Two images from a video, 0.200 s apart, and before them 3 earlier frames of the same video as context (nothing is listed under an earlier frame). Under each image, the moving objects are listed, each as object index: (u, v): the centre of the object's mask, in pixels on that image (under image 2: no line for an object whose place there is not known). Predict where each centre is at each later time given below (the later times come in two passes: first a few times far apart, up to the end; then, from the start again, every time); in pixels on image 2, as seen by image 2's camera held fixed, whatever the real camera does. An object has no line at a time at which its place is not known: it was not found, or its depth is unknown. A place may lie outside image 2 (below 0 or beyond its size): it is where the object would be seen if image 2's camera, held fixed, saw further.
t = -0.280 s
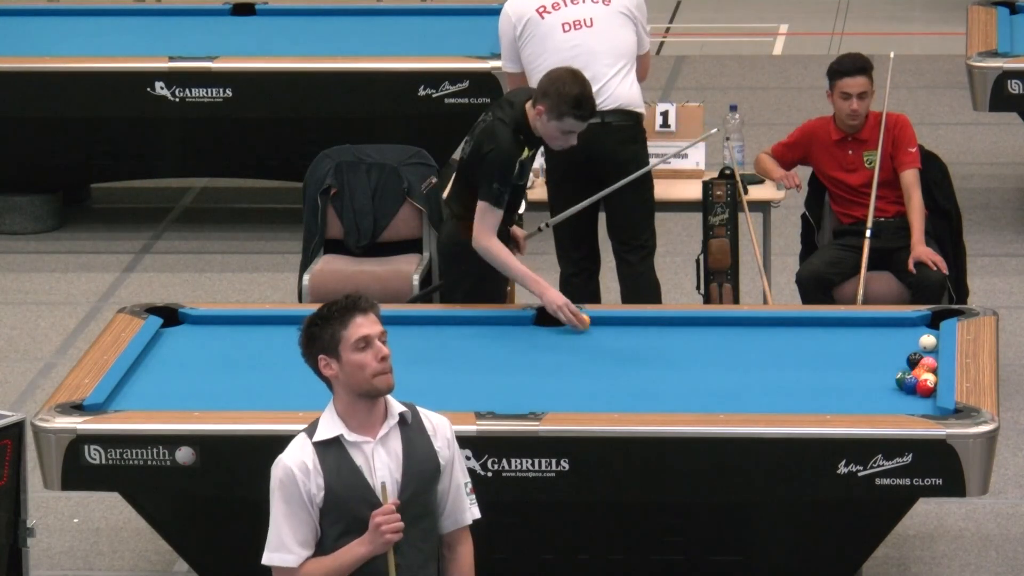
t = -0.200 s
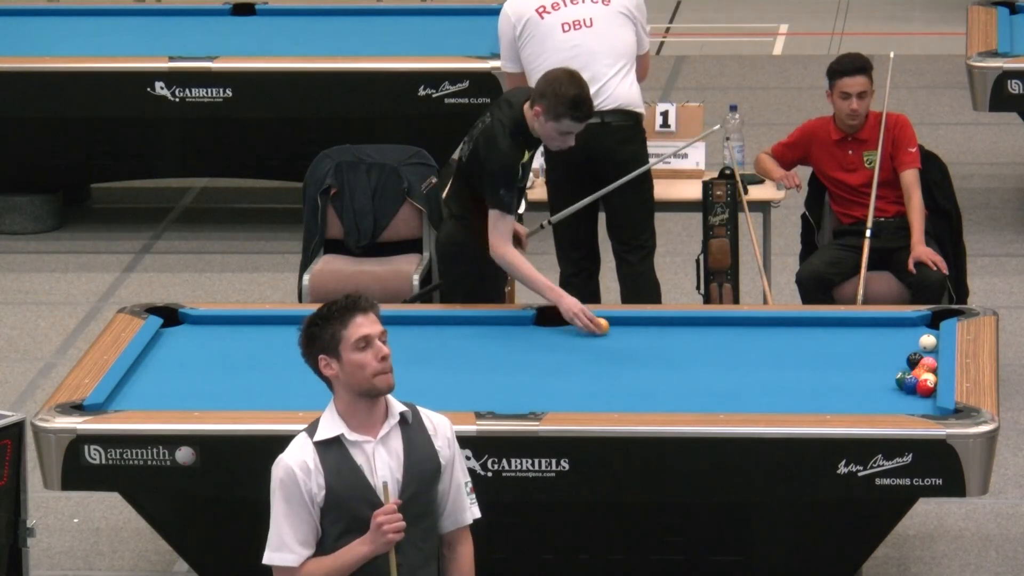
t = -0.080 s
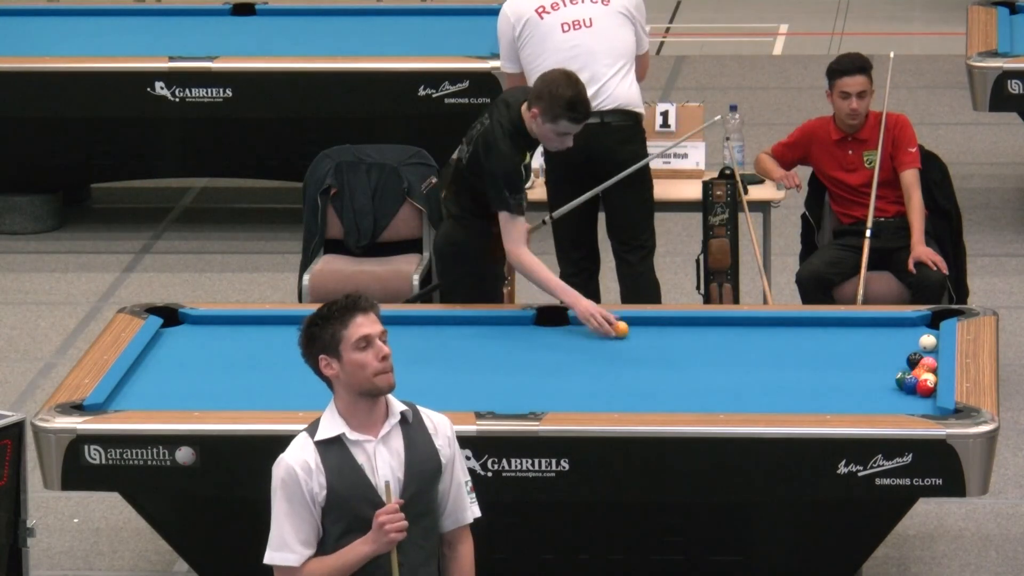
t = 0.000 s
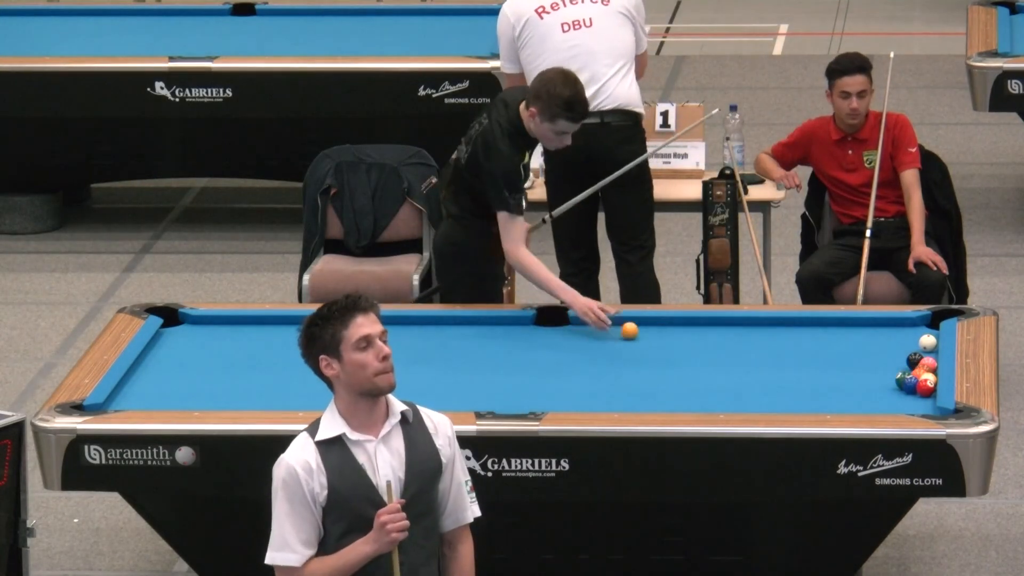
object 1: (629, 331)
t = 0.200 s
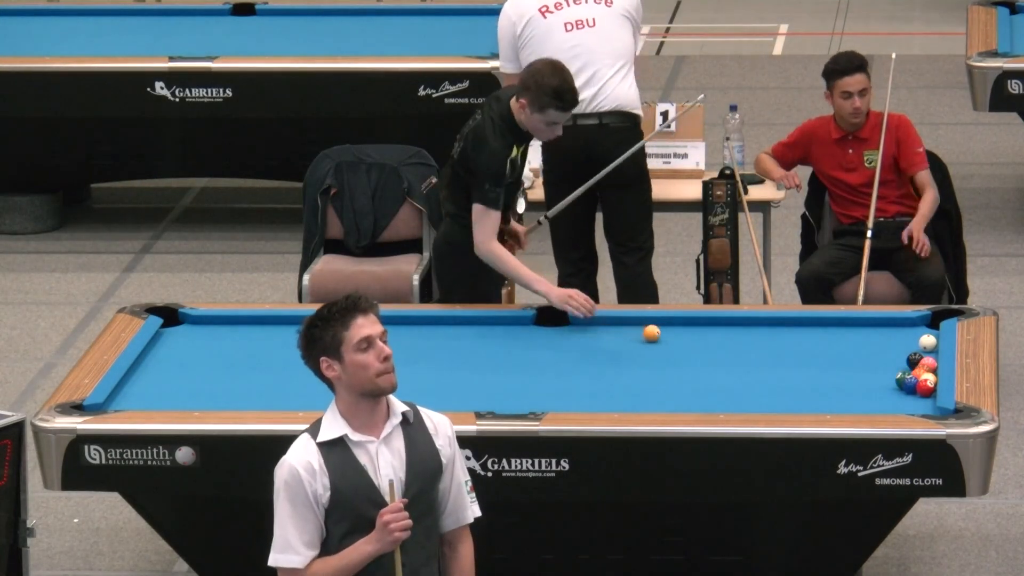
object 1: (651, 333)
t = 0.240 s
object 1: (656, 334)
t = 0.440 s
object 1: (678, 336)
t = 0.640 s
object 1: (699, 339)
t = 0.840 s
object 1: (719, 341)
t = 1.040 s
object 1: (739, 344)
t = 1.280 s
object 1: (762, 346)
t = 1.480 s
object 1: (780, 348)
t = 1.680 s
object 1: (797, 350)
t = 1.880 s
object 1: (814, 352)
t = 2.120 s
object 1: (833, 354)
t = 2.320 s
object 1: (848, 356)
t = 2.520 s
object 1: (862, 357)
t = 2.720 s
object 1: (876, 359)
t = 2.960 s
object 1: (891, 360)
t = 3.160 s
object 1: (897, 362)
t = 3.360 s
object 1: (898, 362)
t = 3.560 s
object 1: (900, 363)
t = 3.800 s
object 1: (901, 363)
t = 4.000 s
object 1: (902, 363)
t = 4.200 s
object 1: (902, 364)
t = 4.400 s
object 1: (902, 364)
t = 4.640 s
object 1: (902, 363)
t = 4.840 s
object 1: (902, 364)
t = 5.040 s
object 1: (902, 364)
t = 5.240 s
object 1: (902, 364)
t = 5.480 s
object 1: (902, 364)
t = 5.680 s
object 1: (902, 364)
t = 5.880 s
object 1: (902, 363)
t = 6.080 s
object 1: (902, 364)
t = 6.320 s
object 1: (902, 364)
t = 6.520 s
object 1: (902, 364)
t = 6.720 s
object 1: (902, 364)
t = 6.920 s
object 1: (902, 364)
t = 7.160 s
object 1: (902, 364)
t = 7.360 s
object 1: (902, 364)
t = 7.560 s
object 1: (902, 364)
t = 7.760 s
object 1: (902, 364)
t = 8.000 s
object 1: (902, 364)
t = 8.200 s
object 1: (902, 364)
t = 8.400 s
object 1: (902, 364)
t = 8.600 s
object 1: (902, 364)
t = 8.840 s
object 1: (902, 364)
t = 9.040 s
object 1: (902, 364)
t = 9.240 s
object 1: (902, 364)
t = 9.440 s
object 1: (902, 364)
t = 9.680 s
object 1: (902, 364)
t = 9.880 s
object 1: (902, 364)
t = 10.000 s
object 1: (902, 364)
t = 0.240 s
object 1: (656, 334)
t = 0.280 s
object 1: (660, 334)
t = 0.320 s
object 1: (665, 335)
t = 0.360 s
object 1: (669, 335)
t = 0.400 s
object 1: (674, 336)
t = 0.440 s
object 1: (678, 336)
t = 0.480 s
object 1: (682, 337)
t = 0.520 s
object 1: (686, 337)
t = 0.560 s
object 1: (690, 338)
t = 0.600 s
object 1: (695, 339)
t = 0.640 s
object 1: (699, 339)
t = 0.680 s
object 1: (703, 339)
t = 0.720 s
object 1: (707, 340)
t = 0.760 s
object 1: (711, 340)
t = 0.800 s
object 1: (715, 341)
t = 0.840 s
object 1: (719, 341)
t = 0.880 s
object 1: (723, 342)
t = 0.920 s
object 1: (727, 342)
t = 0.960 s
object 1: (731, 343)
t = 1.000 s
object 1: (735, 343)
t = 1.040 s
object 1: (739, 344)
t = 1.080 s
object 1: (743, 344)
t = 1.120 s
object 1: (747, 345)
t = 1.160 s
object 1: (750, 345)
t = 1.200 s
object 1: (754, 345)
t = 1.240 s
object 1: (758, 346)
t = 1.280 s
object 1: (762, 346)
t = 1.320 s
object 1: (765, 347)
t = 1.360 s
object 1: (769, 347)
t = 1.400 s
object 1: (773, 348)
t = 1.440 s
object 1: (776, 348)
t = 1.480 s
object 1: (780, 348)
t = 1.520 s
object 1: (783, 349)
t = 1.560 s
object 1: (787, 349)
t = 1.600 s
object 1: (790, 349)
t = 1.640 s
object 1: (794, 350)
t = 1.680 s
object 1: (797, 350)
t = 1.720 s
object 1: (801, 351)
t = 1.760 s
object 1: (804, 351)
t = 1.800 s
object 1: (807, 351)
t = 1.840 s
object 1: (811, 352)
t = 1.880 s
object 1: (814, 352)
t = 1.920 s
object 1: (817, 352)
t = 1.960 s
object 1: (821, 353)
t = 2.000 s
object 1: (824, 353)
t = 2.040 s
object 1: (827, 354)
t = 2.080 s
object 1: (830, 354)
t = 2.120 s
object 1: (833, 354)
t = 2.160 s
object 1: (836, 355)
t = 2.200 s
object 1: (839, 355)
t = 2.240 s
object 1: (842, 355)
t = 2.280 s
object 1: (845, 355)
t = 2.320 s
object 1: (848, 356)
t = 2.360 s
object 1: (851, 356)
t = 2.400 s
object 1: (854, 356)
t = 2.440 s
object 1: (857, 357)
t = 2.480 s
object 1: (859, 357)
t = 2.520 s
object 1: (862, 357)
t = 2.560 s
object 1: (865, 358)
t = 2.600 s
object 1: (868, 358)
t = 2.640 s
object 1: (871, 358)
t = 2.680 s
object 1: (873, 358)
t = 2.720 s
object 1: (876, 359)
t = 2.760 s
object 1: (878, 359)
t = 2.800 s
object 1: (881, 360)
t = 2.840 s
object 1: (883, 360)
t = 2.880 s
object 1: (886, 360)
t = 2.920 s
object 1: (888, 360)
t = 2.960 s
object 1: (891, 360)
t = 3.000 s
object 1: (893, 361)
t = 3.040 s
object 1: (895, 361)
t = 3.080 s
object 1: (896, 361)
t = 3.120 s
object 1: (896, 361)
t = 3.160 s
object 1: (897, 362)
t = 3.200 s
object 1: (897, 362)
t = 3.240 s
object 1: (898, 362)
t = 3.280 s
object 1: (898, 362)
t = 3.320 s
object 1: (898, 362)
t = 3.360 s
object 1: (898, 362)
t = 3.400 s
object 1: (899, 362)
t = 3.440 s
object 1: (899, 362)
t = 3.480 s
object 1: (899, 363)
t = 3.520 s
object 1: (900, 363)
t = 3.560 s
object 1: (900, 363)
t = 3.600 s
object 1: (900, 363)
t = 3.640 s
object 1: (901, 363)
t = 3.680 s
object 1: (901, 363)
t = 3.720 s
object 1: (901, 363)
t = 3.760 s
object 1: (901, 363)
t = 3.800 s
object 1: (901, 363)
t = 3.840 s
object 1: (901, 363)
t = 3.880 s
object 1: (902, 363)
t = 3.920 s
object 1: (902, 363)
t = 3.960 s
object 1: (902, 363)
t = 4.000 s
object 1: (902, 363)
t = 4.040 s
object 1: (902, 363)
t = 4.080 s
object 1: (902, 364)
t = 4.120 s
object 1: (902, 364)
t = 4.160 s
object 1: (902, 364)
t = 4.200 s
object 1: (902, 364)
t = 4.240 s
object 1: (902, 364)
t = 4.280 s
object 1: (902, 364)
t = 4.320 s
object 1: (902, 364)
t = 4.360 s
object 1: (902, 364)
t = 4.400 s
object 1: (902, 364)
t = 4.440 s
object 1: (902, 364)
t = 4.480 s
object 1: (902, 364)
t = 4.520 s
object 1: (902, 364)
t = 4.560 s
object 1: (902, 364)
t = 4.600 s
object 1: (902, 363)
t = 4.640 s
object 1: (902, 363)
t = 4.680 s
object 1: (902, 363)
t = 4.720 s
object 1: (902, 364)
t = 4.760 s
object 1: (902, 364)
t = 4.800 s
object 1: (902, 364)
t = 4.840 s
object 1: (902, 364)
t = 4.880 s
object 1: (902, 364)
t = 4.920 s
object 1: (902, 364)
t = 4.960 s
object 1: (902, 364)
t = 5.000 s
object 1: (902, 364)
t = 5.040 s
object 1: (902, 364)
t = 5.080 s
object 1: (902, 364)
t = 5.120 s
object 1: (902, 364)
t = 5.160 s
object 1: (902, 364)
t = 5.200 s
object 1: (902, 364)
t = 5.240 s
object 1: (902, 364)
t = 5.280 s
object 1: (902, 364)
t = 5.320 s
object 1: (902, 364)
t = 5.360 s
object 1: (902, 364)
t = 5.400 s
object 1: (902, 364)
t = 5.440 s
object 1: (902, 364)
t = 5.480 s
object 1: (902, 364)
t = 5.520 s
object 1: (902, 364)
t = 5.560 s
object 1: (902, 364)
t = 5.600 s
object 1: (902, 364)
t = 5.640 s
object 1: (902, 364)
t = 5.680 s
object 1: (902, 364)
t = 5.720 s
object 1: (902, 364)
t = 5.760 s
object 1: (902, 363)
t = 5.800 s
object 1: (902, 363)
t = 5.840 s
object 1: (902, 363)
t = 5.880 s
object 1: (902, 363)
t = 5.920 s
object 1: (902, 363)
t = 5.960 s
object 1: (902, 364)
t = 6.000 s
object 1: (902, 364)
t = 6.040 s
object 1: (902, 364)
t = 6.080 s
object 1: (902, 364)
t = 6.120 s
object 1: (902, 364)
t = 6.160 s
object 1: (902, 364)
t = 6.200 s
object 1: (902, 364)
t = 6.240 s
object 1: (902, 364)
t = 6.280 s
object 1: (902, 364)
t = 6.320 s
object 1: (902, 364)
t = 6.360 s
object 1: (902, 364)
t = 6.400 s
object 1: (902, 364)
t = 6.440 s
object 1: (902, 364)
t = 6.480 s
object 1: (902, 364)
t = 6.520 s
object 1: (902, 364)
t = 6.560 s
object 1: (902, 364)
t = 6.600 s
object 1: (902, 364)
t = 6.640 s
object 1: (902, 364)
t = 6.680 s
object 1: (902, 364)
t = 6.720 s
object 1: (902, 364)
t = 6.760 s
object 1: (902, 364)
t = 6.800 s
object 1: (902, 364)
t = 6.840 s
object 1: (902, 364)
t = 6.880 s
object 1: (902, 364)
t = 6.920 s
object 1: (902, 364)
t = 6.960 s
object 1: (902, 364)
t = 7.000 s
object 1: (902, 364)
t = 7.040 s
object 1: (902, 364)
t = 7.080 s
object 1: (902, 364)
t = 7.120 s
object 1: (902, 364)
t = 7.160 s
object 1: (902, 364)
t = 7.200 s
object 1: (902, 364)
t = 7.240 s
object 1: (902, 364)
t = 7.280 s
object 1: (902, 364)
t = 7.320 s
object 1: (902, 364)
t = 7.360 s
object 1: (902, 364)
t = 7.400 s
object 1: (902, 364)
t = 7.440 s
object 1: (902, 364)
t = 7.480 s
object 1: (902, 364)
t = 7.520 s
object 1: (902, 364)
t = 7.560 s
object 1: (902, 364)
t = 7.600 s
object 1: (902, 364)
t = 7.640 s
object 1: (902, 364)
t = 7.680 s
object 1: (902, 364)
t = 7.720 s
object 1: (902, 364)
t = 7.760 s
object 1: (902, 364)
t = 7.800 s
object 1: (902, 364)
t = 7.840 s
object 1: (902, 364)
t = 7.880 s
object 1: (902, 364)
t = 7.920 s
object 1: (902, 364)
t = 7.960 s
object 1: (902, 364)
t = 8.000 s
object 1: (902, 364)
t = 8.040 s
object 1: (902, 364)
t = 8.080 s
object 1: (902, 364)
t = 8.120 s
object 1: (902, 364)
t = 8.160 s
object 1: (902, 364)
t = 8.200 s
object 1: (902, 364)
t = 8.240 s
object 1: (902, 364)
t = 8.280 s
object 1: (902, 364)
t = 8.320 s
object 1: (902, 364)
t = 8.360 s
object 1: (902, 364)
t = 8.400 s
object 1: (902, 364)
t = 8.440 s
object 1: (902, 364)
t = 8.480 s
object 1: (902, 364)
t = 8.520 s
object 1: (902, 364)
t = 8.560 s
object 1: (902, 364)
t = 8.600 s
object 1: (902, 364)
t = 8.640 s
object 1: (902, 364)
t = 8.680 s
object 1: (902, 364)
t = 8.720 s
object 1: (902, 364)
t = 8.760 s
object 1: (902, 364)
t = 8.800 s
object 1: (902, 364)
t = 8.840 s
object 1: (902, 364)
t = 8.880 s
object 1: (902, 364)
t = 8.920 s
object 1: (902, 364)
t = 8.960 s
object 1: (902, 364)
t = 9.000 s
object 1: (902, 364)
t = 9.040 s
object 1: (902, 364)
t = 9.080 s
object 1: (902, 364)
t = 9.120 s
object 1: (902, 364)
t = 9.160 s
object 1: (902, 364)
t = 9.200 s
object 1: (902, 364)
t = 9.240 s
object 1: (902, 364)
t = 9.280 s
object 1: (902, 364)
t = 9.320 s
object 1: (902, 364)
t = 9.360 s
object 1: (902, 364)
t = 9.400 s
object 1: (902, 364)
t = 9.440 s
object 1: (902, 364)
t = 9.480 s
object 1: (902, 364)
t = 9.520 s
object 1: (902, 364)
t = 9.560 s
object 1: (902, 364)
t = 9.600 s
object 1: (902, 364)
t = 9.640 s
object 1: (902, 364)
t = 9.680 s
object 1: (902, 364)
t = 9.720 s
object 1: (902, 364)
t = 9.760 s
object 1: (902, 364)
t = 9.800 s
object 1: (902, 364)
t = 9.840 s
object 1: (902, 364)
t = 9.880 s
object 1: (902, 364)
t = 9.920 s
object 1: (902, 364)
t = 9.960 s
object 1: (902, 364)
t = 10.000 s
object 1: (902, 364)
